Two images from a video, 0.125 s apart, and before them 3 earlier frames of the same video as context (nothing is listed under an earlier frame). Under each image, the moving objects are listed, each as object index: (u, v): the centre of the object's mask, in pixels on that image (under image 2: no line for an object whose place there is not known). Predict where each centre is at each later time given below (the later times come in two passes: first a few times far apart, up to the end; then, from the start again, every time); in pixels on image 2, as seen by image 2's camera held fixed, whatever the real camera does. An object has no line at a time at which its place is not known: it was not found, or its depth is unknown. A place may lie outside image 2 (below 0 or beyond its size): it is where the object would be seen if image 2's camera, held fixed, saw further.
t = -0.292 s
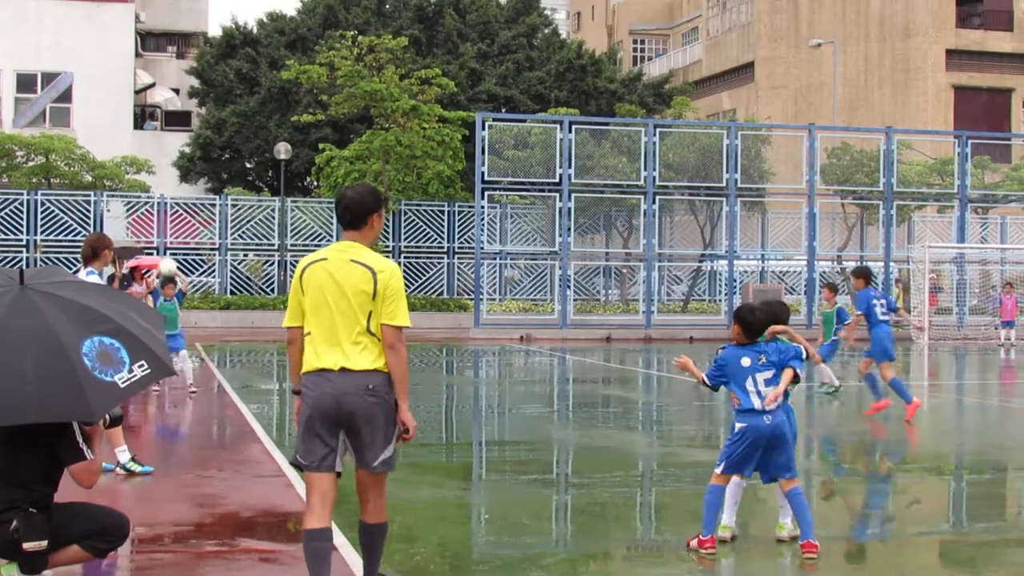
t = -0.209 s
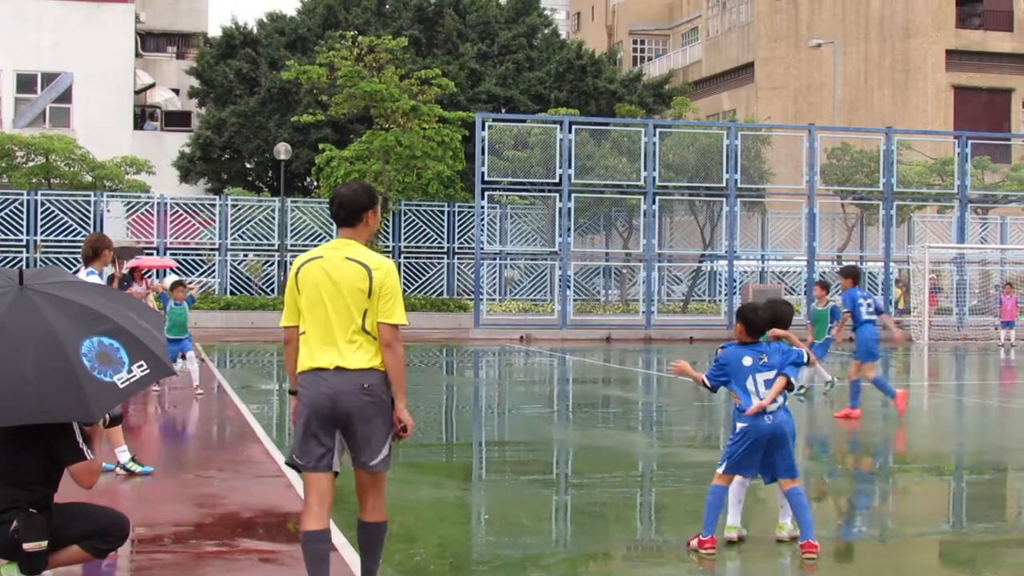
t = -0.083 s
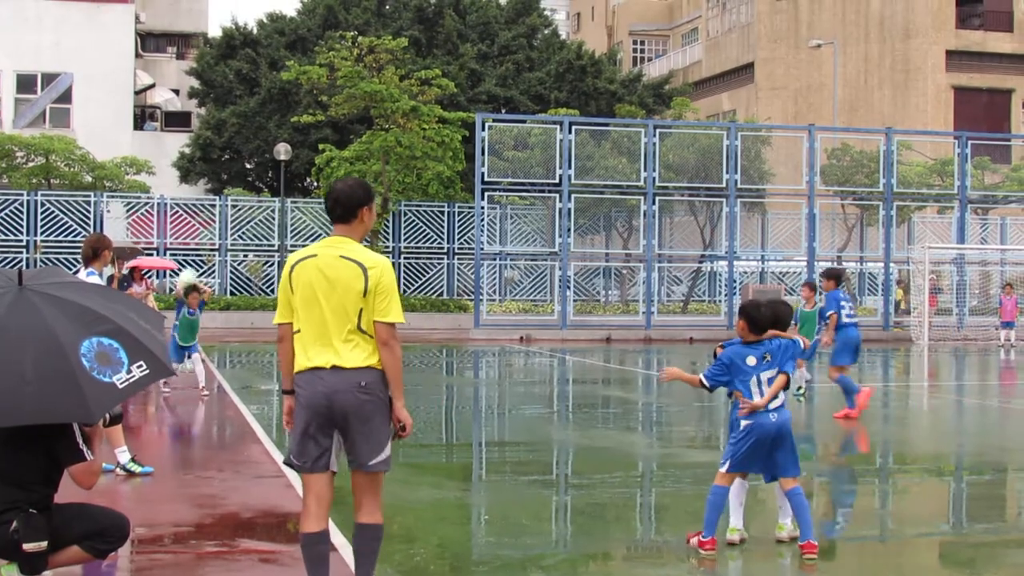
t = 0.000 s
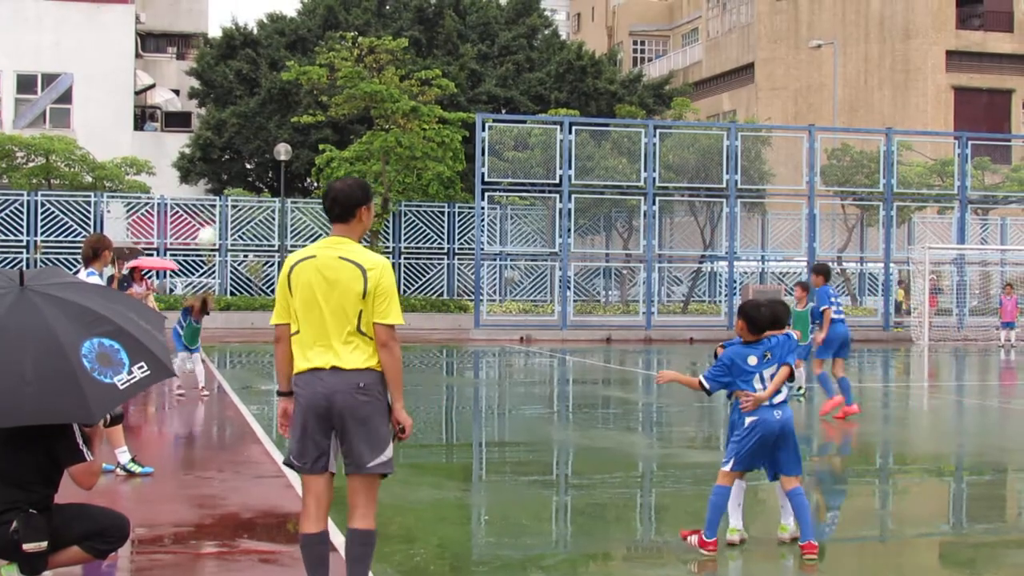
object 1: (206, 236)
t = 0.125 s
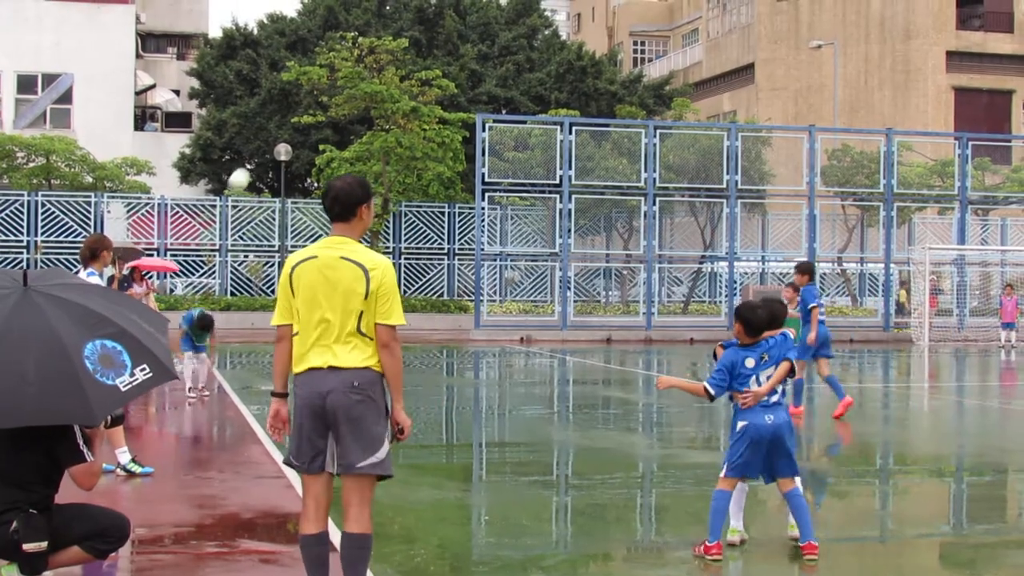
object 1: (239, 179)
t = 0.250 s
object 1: (273, 132)
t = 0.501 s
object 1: (348, 68)
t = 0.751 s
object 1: (438, 65)
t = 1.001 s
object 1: (543, 146)
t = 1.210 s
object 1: (649, 307)
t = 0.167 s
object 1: (250, 163)
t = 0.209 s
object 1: (262, 146)
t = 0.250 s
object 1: (273, 132)
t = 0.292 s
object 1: (285, 117)
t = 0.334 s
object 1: (297, 105)
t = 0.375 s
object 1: (309, 93)
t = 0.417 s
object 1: (321, 83)
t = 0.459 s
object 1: (334, 75)
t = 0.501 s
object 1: (348, 68)
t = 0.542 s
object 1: (362, 63)
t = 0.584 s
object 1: (376, 59)
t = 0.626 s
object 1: (390, 57)
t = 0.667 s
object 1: (406, 58)
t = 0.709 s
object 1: (421, 61)
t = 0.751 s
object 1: (438, 65)
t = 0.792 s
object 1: (454, 72)
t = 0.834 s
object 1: (471, 82)
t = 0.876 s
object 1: (489, 94)
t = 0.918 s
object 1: (507, 108)
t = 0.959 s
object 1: (526, 125)
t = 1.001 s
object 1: (543, 146)
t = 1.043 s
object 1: (564, 170)
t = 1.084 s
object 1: (585, 198)
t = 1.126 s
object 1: (605, 231)
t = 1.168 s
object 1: (626, 265)
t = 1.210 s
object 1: (649, 307)
